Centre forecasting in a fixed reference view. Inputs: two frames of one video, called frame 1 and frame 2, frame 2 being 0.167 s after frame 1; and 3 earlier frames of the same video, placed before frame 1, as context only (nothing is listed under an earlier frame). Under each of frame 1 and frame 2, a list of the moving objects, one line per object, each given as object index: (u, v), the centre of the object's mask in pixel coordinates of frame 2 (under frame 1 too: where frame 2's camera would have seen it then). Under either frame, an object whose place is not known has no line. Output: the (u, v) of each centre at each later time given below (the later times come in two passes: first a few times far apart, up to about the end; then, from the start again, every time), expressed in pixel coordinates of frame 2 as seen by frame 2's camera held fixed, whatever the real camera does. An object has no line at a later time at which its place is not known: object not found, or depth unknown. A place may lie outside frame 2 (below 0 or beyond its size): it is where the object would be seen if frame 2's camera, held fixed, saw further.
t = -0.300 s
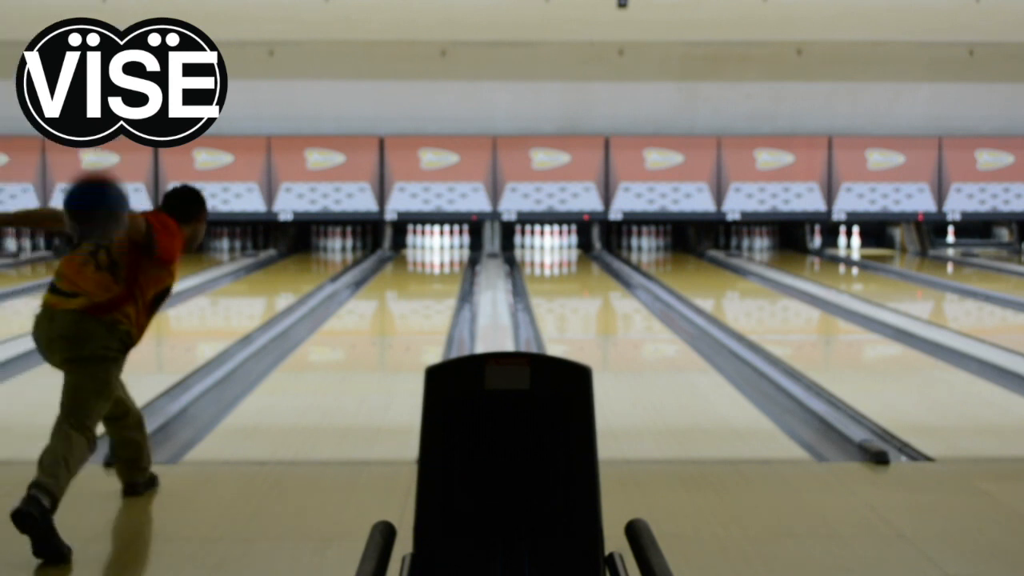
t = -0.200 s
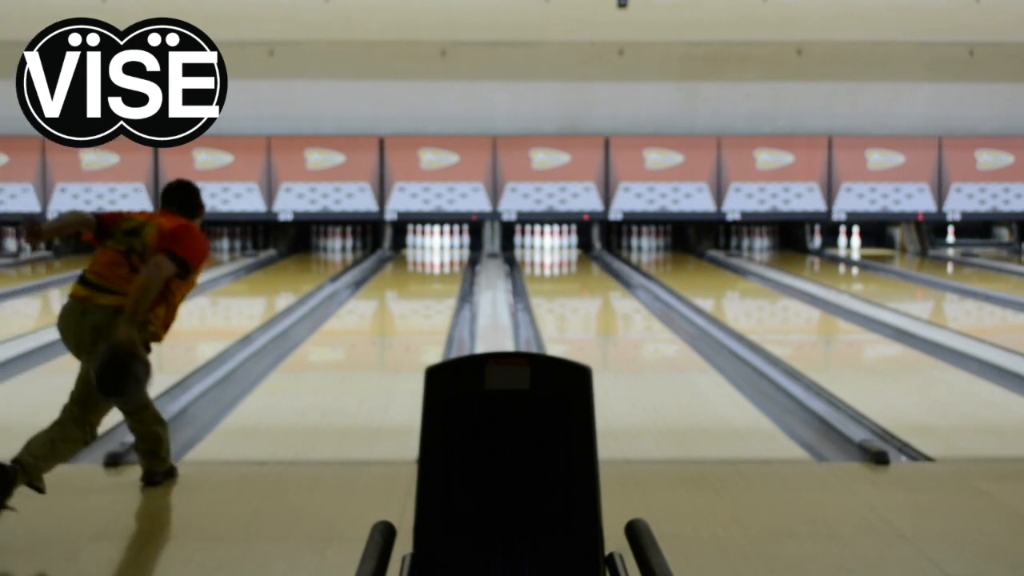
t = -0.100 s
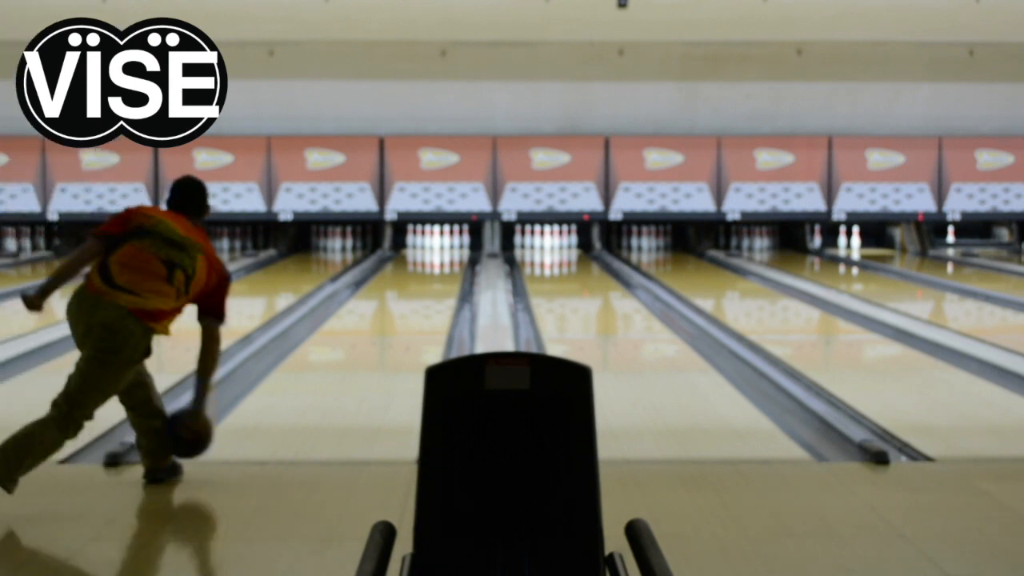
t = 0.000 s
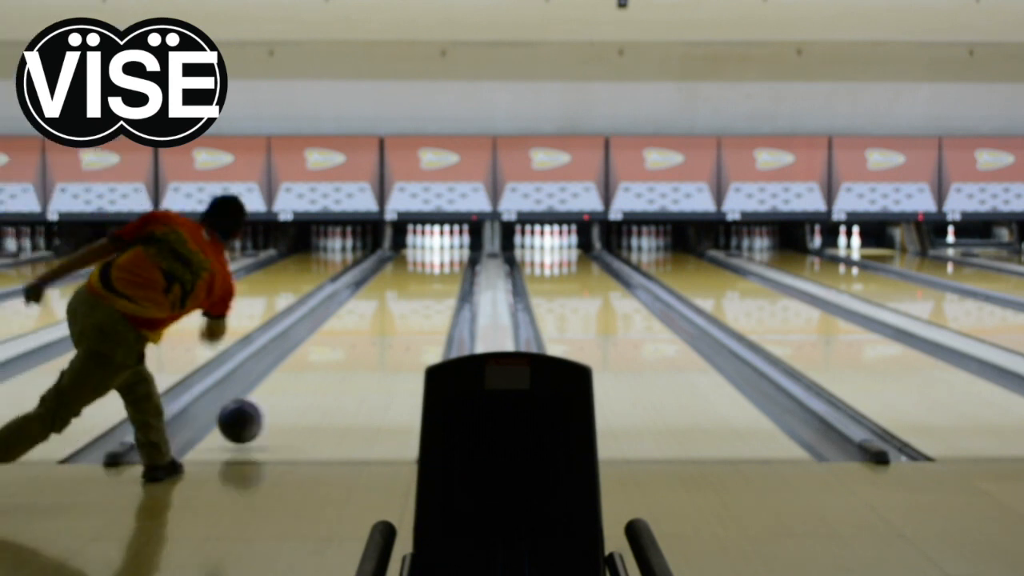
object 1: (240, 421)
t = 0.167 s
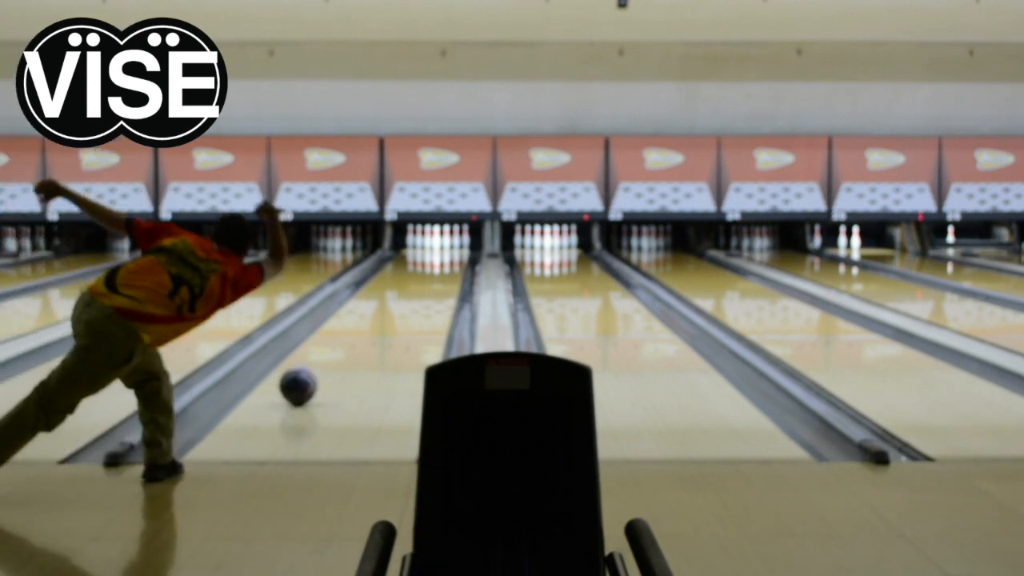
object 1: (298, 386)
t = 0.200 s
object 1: (307, 380)
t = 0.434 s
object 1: (359, 342)
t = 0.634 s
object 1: (390, 320)
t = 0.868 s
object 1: (417, 300)
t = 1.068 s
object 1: (434, 286)
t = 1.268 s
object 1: (446, 277)
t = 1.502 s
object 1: (455, 267)
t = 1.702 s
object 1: (459, 260)
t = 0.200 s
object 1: (307, 380)
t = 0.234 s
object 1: (316, 373)
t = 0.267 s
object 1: (324, 366)
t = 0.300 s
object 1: (332, 361)
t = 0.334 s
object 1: (339, 355)
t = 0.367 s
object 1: (346, 350)
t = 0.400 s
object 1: (353, 346)
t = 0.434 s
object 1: (359, 342)
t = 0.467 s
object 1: (365, 337)
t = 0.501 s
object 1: (370, 333)
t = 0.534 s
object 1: (376, 330)
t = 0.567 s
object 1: (381, 326)
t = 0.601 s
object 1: (385, 323)
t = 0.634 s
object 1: (390, 320)
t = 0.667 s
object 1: (394, 317)
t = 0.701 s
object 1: (398, 314)
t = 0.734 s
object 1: (402, 310)
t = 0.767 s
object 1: (406, 308)
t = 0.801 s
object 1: (410, 305)
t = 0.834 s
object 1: (413, 303)
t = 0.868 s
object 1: (417, 300)
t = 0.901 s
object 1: (420, 297)
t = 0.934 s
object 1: (424, 294)
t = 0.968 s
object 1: (425, 293)
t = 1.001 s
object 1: (429, 291)
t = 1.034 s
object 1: (431, 288)
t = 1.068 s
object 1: (434, 286)
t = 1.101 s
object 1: (436, 285)
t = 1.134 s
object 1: (439, 283)
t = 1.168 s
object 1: (440, 281)
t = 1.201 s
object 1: (443, 280)
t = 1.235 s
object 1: (445, 278)
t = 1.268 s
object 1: (446, 277)
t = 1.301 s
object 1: (448, 274)
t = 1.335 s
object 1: (449, 273)
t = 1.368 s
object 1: (451, 272)
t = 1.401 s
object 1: (452, 271)
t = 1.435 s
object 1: (452, 269)
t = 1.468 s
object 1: (454, 268)
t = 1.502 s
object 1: (455, 267)
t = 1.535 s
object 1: (456, 265)
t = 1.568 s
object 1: (457, 264)
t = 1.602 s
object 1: (457, 264)
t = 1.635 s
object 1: (459, 262)
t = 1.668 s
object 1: (458, 261)
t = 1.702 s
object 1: (459, 260)
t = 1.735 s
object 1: (459, 260)
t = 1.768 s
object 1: (459, 257)
